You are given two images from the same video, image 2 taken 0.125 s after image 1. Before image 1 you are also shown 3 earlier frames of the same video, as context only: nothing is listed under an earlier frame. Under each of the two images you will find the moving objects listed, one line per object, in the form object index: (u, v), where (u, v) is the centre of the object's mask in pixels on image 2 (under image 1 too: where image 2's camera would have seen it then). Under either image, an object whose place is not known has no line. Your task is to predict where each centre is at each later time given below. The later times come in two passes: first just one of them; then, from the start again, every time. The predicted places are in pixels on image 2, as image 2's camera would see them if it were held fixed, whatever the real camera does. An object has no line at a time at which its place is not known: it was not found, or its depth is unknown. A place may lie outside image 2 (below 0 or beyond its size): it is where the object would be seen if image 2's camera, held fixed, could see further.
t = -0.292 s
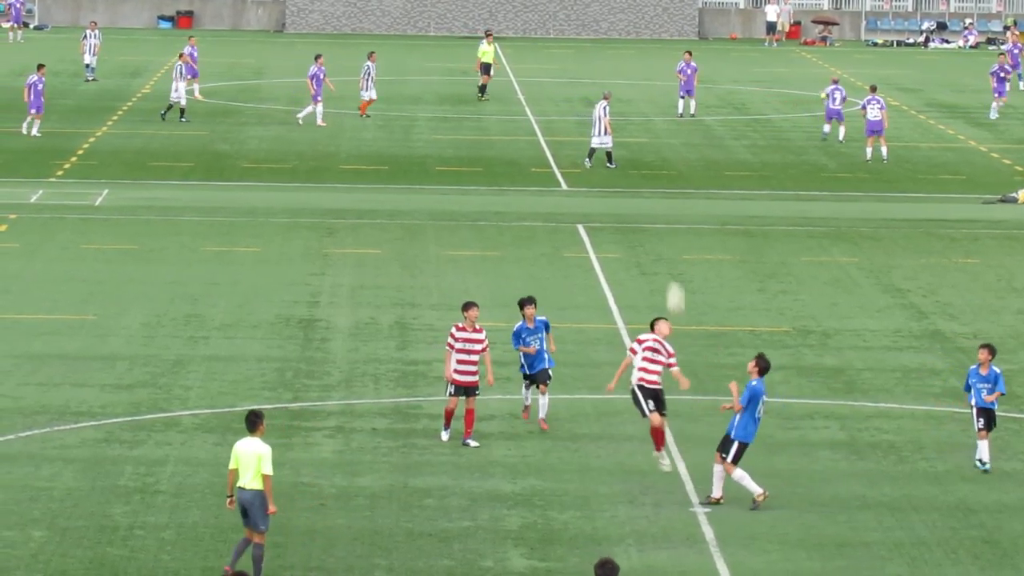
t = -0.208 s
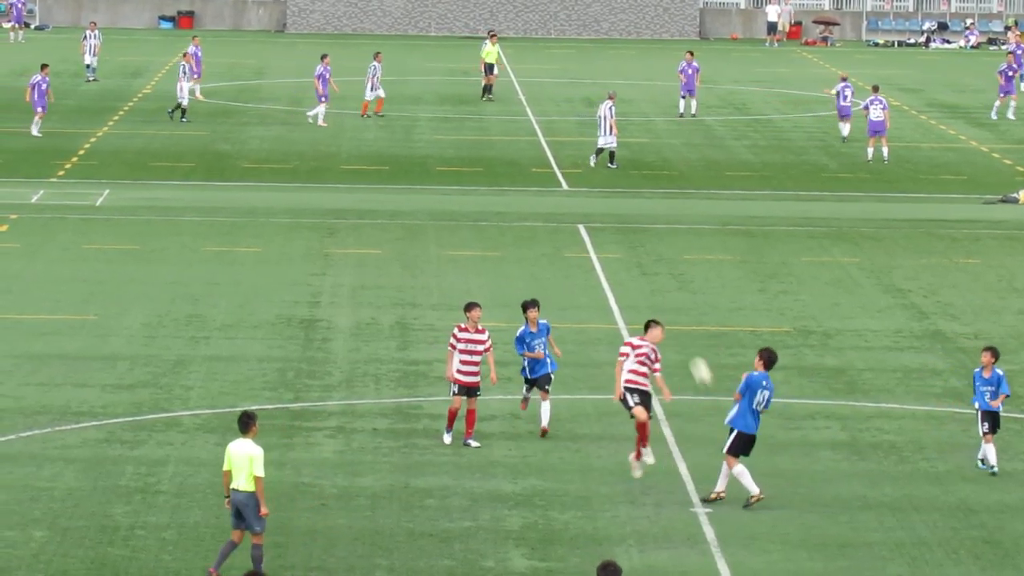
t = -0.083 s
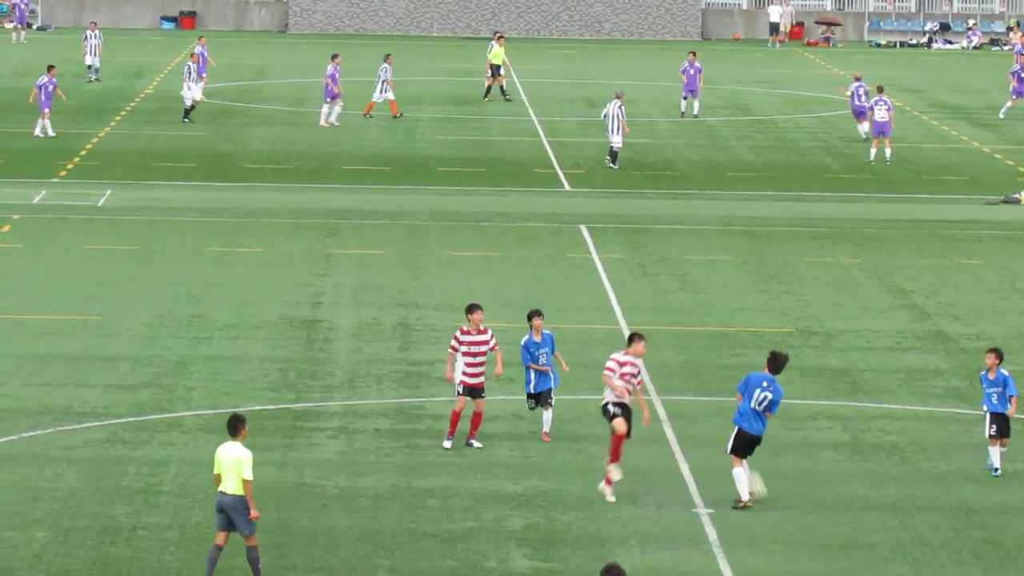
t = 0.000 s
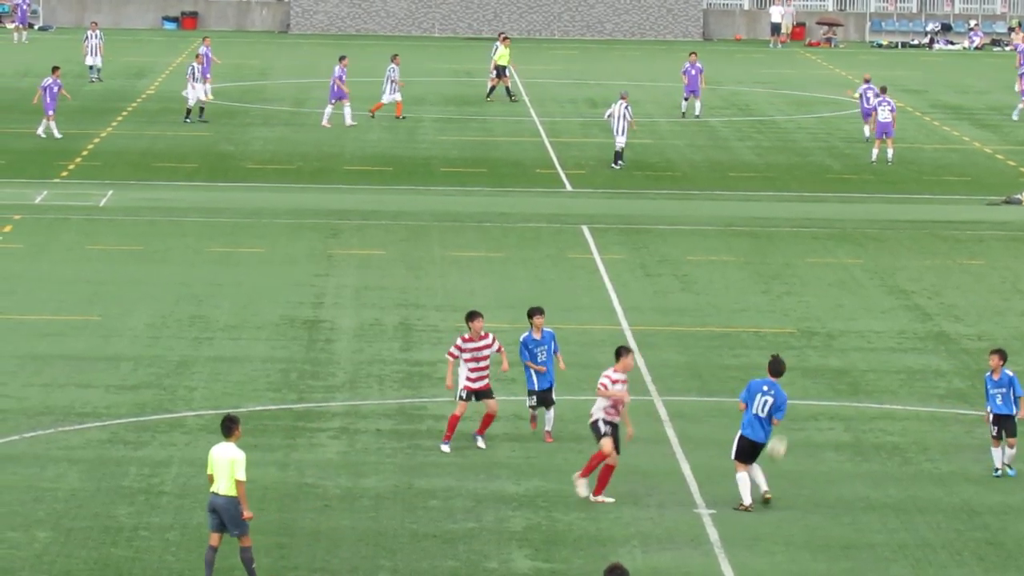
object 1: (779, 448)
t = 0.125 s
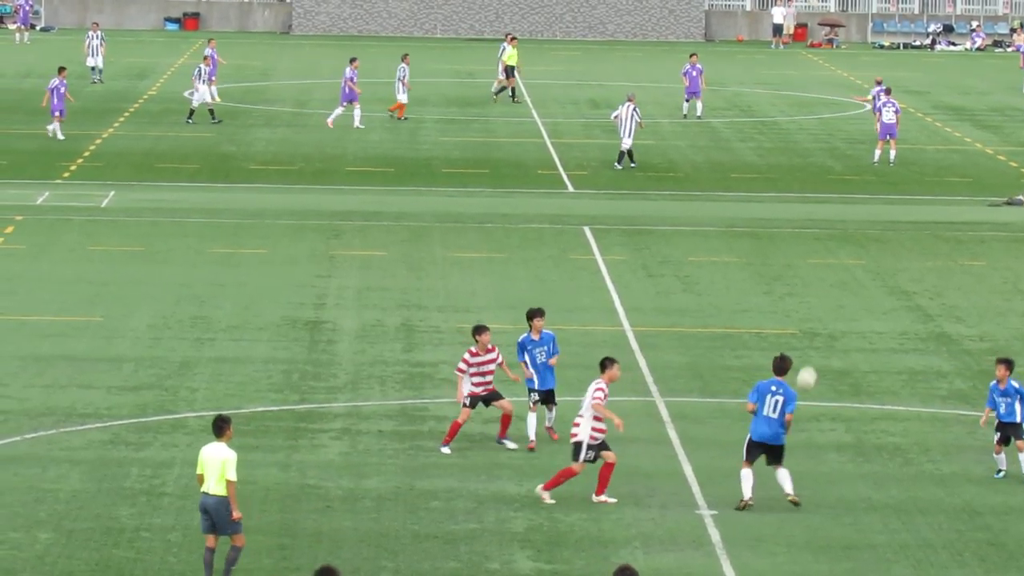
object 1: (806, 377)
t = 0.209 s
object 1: (824, 337)
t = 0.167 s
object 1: (816, 357)
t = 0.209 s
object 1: (824, 337)
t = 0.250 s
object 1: (833, 319)
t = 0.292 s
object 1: (843, 303)
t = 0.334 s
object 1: (852, 288)
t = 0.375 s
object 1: (861, 275)
